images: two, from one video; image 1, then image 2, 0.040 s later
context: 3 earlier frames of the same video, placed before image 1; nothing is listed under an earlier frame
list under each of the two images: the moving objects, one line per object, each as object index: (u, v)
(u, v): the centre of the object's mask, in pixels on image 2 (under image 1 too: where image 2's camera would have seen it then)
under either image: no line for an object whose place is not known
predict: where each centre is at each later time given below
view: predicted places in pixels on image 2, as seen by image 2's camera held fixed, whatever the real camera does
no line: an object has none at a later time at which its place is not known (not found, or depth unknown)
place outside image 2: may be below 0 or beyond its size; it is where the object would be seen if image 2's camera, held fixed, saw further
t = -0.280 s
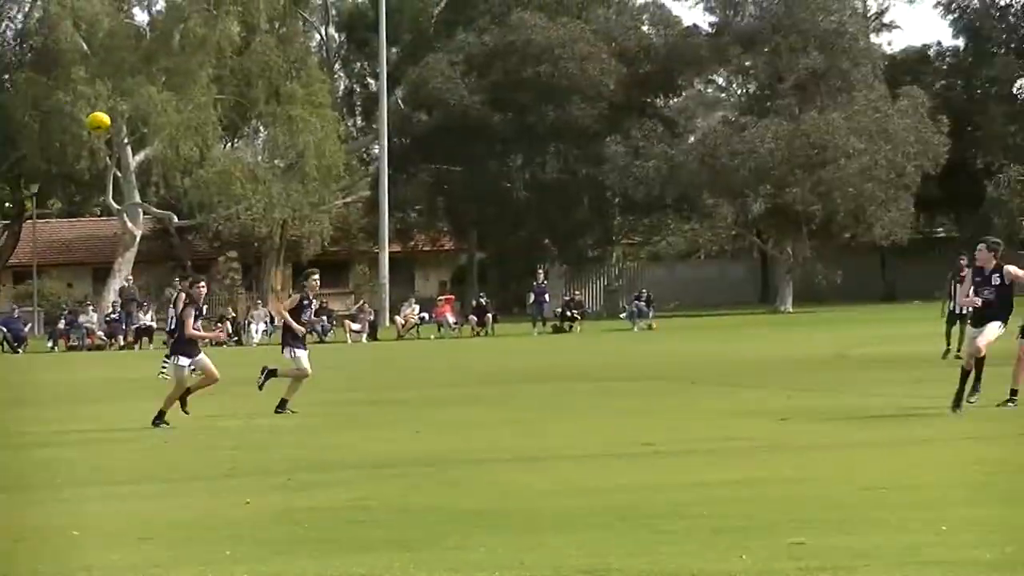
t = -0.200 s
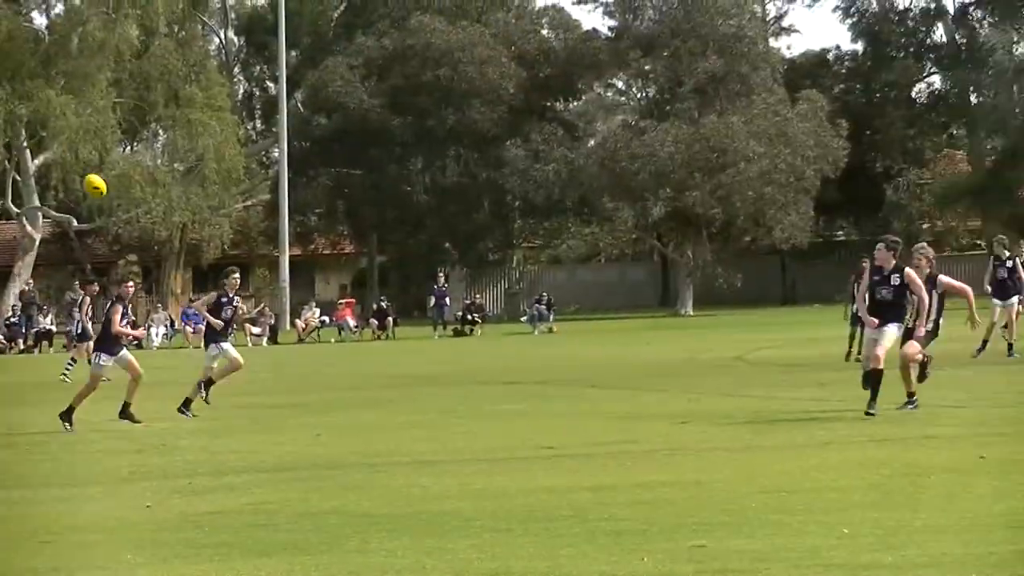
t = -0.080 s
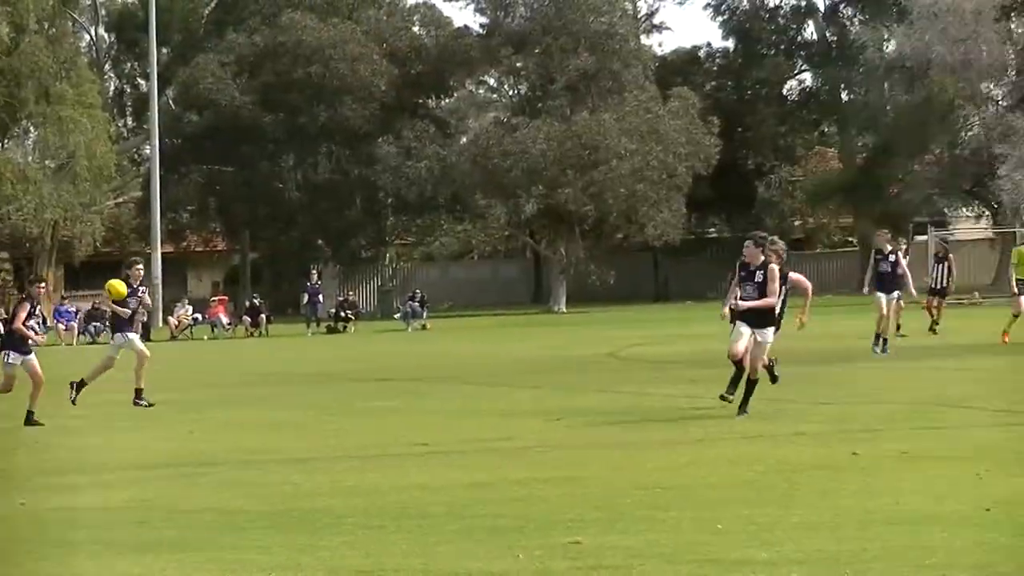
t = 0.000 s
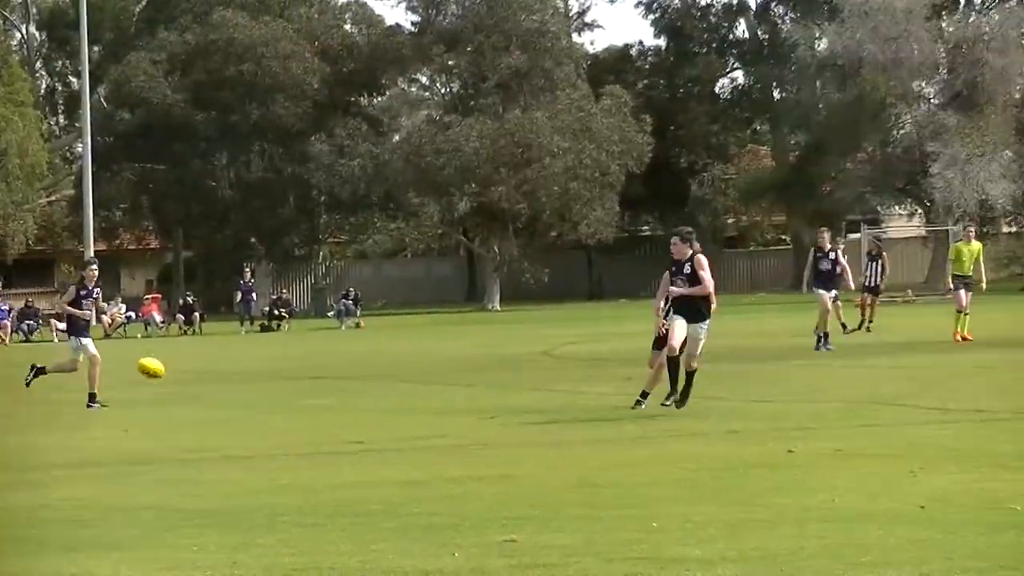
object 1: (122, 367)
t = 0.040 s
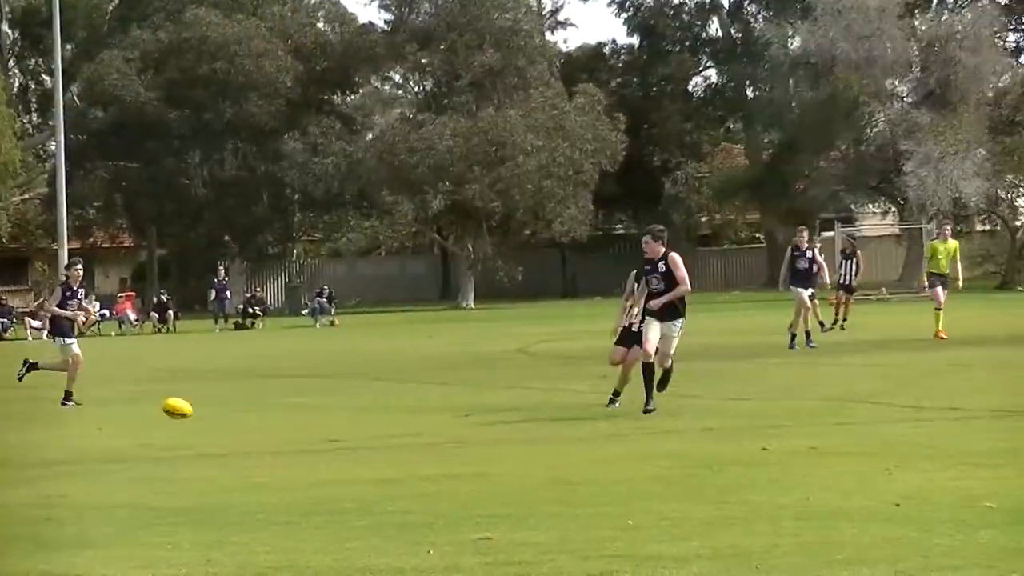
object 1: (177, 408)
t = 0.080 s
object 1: (216, 429)
